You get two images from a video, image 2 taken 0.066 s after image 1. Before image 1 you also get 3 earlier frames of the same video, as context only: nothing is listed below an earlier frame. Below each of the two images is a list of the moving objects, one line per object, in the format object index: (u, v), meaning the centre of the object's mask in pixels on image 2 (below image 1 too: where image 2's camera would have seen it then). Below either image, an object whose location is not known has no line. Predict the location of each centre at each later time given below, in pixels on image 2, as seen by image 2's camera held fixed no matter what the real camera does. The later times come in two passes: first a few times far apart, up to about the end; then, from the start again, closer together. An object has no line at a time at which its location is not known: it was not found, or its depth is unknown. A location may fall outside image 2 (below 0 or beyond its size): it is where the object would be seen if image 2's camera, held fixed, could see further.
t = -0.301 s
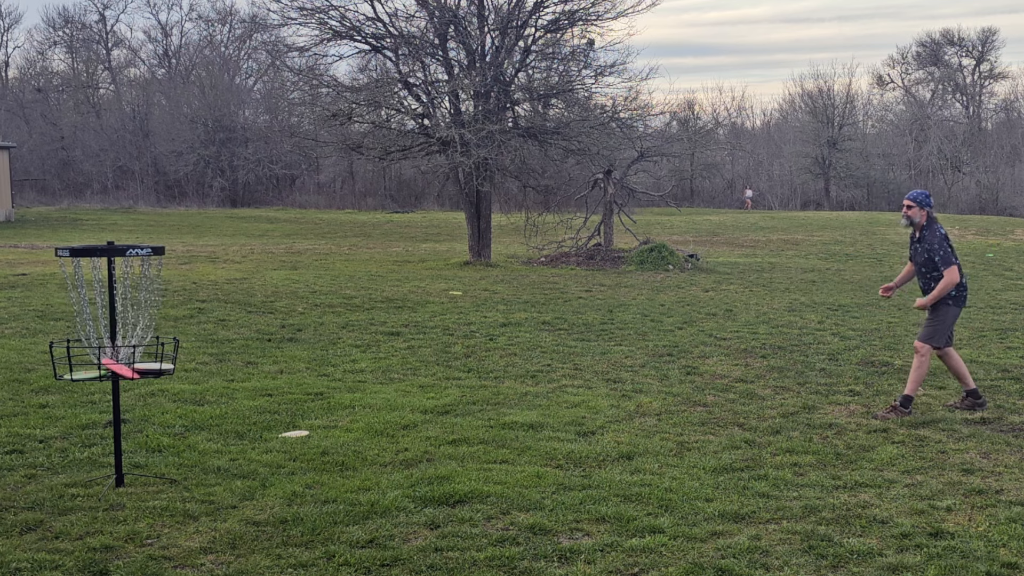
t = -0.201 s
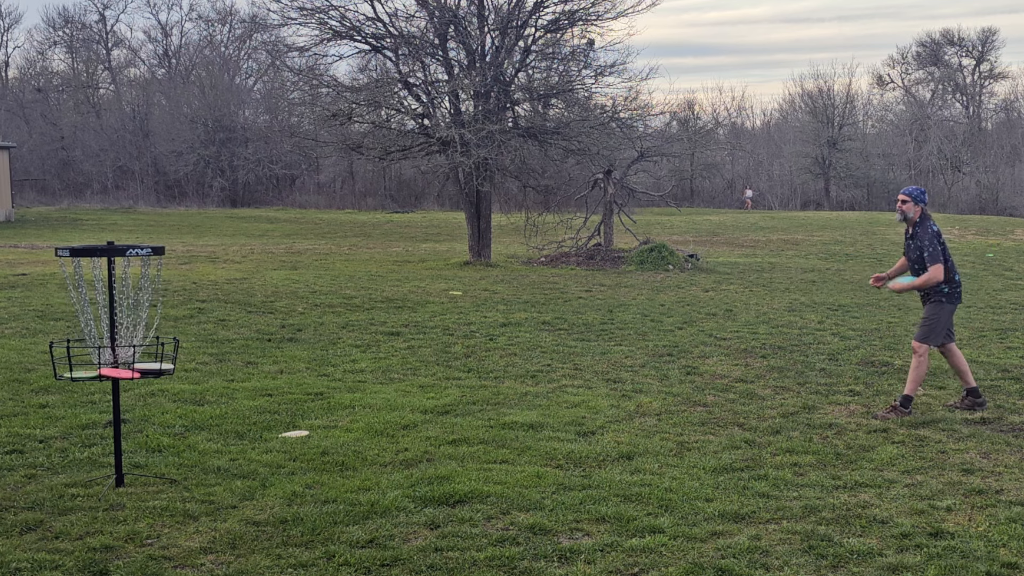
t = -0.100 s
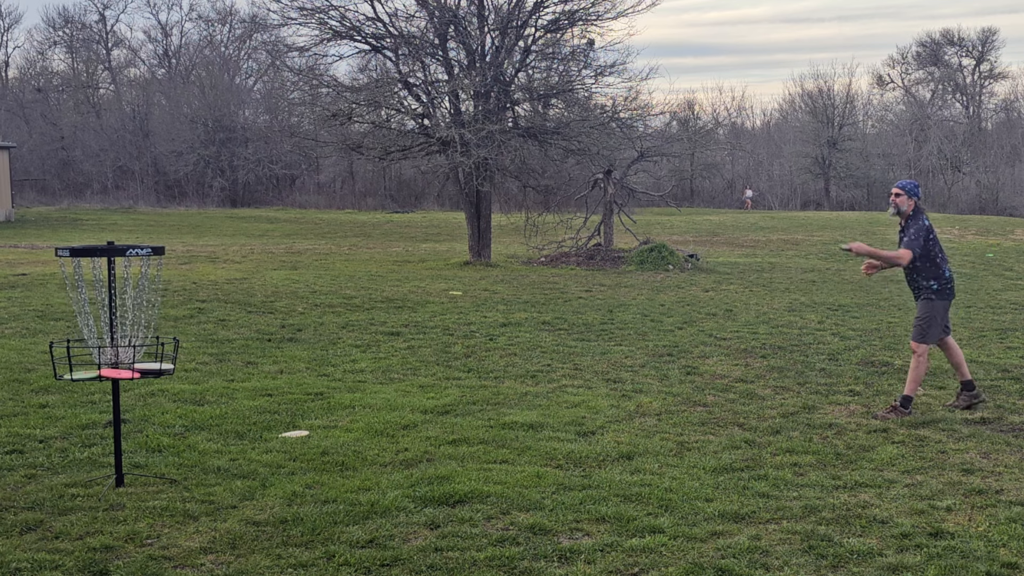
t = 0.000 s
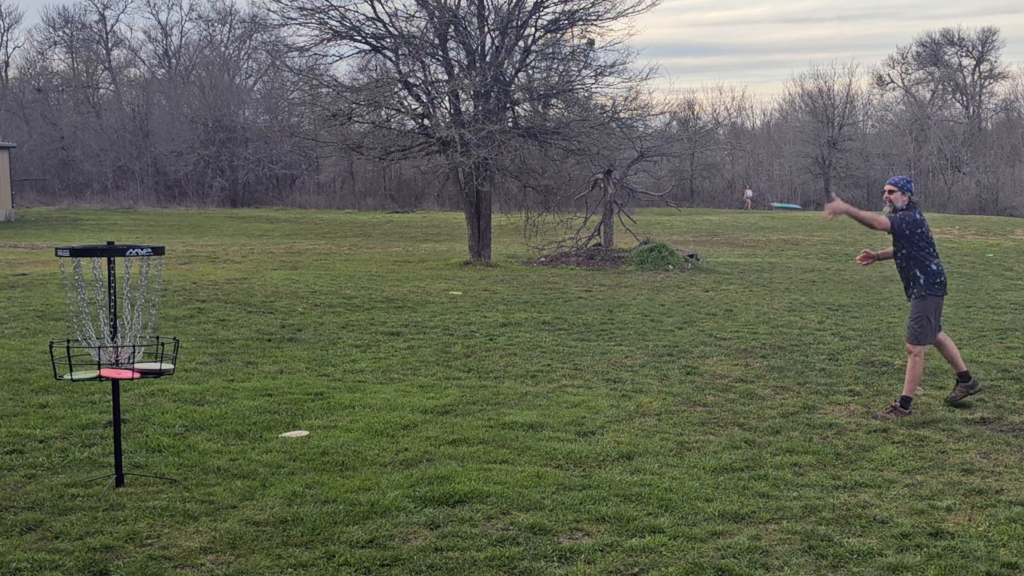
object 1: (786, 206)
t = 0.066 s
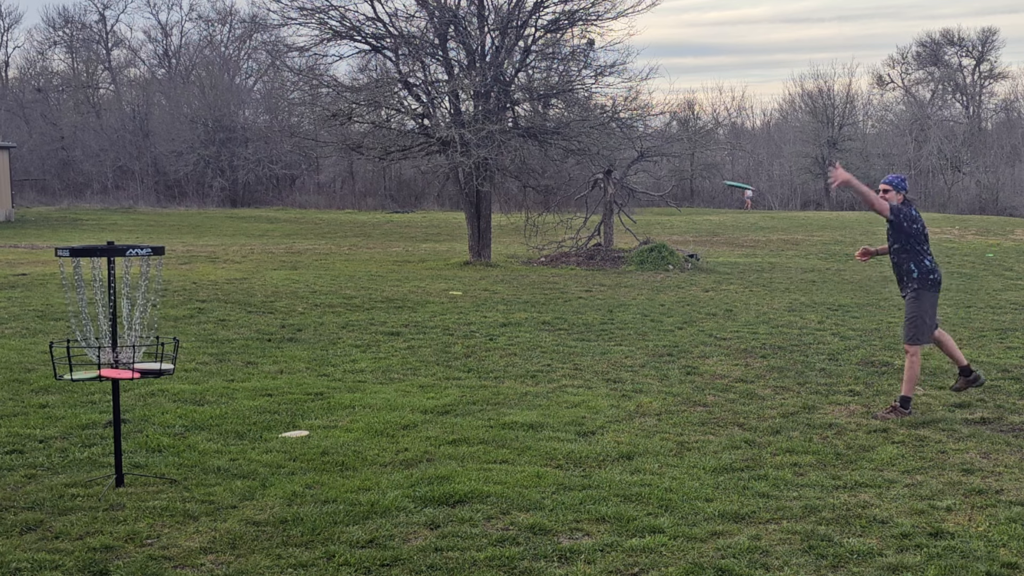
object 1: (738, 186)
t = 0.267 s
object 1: (586, 161)
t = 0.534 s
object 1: (349, 198)
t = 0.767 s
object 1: (152, 280)
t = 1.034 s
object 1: (134, 357)
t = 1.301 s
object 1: (135, 367)
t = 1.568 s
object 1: (135, 367)
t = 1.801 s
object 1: (135, 367)
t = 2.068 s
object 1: (135, 367)
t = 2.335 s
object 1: (135, 367)
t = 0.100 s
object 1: (714, 178)
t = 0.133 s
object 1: (690, 171)
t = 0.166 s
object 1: (665, 166)
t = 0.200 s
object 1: (640, 163)
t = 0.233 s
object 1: (612, 161)
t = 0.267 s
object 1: (586, 161)
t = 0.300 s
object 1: (558, 161)
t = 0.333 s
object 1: (530, 163)
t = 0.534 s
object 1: (349, 198)
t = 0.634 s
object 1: (252, 229)
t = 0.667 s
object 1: (219, 242)
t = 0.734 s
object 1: (161, 268)
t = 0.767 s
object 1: (152, 280)
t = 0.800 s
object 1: (144, 291)
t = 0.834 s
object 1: (140, 300)
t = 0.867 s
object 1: (139, 311)
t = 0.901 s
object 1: (138, 322)
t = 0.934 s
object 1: (139, 332)
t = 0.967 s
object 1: (137, 345)
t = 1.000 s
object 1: (135, 354)
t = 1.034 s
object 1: (134, 357)
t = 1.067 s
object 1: (136, 360)
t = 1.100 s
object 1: (135, 360)
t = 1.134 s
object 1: (134, 360)
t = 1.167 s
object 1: (134, 362)
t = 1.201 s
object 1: (133, 364)
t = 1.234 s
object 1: (134, 367)
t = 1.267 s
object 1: (134, 366)
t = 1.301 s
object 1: (135, 367)
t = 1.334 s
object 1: (134, 367)
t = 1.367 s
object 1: (135, 367)
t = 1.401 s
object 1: (135, 367)
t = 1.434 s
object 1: (135, 367)
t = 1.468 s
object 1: (135, 367)
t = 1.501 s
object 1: (135, 367)
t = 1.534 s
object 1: (134, 367)
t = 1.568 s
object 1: (135, 367)
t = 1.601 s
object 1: (135, 367)
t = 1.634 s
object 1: (135, 367)
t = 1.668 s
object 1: (135, 367)
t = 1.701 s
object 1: (135, 367)
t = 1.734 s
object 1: (135, 367)
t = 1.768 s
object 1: (135, 367)
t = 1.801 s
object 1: (135, 367)
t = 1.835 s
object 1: (135, 367)
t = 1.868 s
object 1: (135, 367)
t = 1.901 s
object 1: (135, 367)
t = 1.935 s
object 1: (135, 367)
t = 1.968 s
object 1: (135, 367)
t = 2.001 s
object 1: (135, 367)
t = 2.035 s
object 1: (135, 367)
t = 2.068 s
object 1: (135, 367)
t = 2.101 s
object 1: (135, 367)
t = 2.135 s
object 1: (135, 367)
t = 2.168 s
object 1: (135, 367)
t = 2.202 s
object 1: (135, 367)
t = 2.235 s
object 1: (135, 367)
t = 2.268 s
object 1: (135, 367)
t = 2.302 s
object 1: (135, 367)
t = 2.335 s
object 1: (135, 367)
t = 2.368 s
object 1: (135, 367)
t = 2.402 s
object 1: (135, 367)
